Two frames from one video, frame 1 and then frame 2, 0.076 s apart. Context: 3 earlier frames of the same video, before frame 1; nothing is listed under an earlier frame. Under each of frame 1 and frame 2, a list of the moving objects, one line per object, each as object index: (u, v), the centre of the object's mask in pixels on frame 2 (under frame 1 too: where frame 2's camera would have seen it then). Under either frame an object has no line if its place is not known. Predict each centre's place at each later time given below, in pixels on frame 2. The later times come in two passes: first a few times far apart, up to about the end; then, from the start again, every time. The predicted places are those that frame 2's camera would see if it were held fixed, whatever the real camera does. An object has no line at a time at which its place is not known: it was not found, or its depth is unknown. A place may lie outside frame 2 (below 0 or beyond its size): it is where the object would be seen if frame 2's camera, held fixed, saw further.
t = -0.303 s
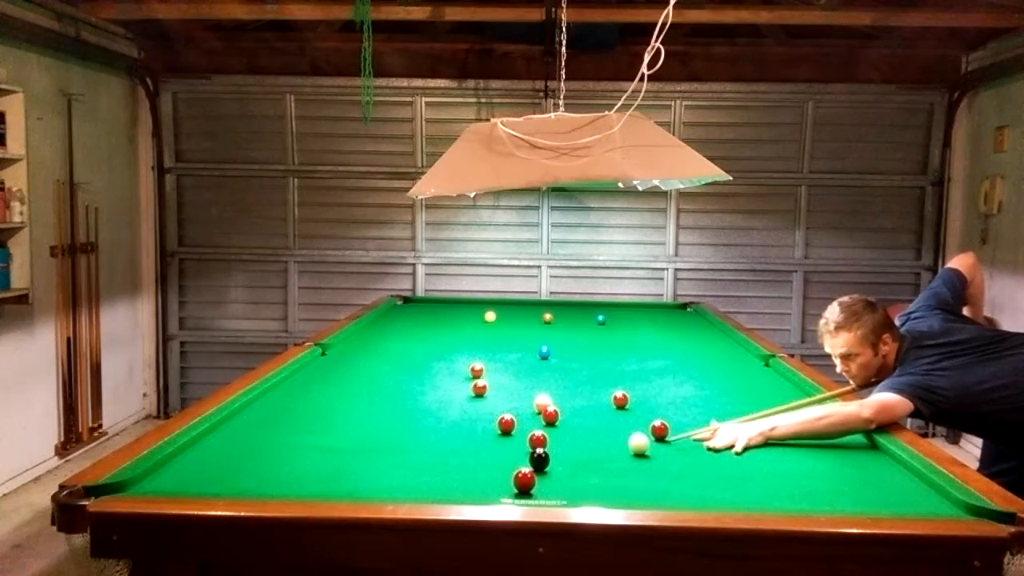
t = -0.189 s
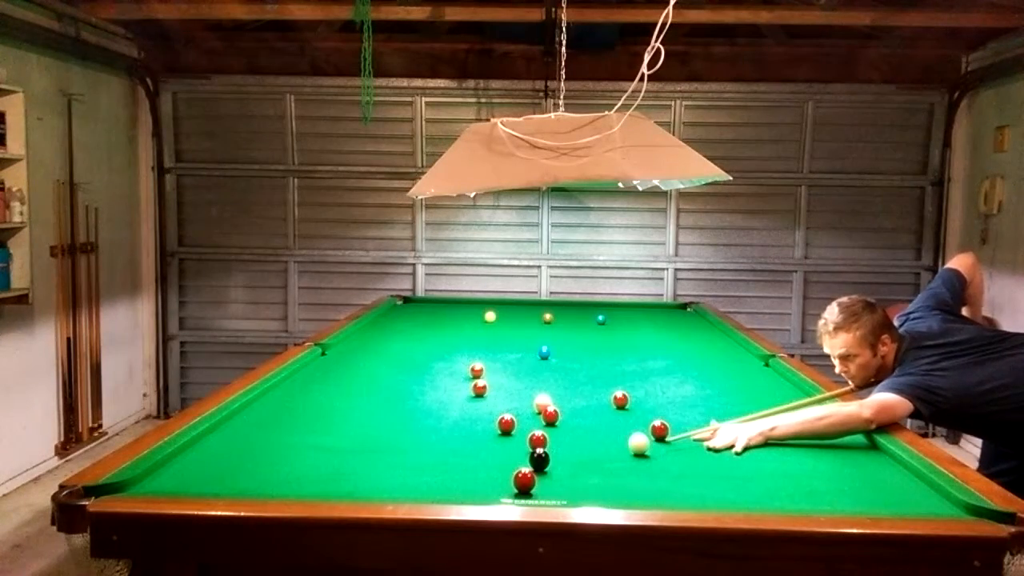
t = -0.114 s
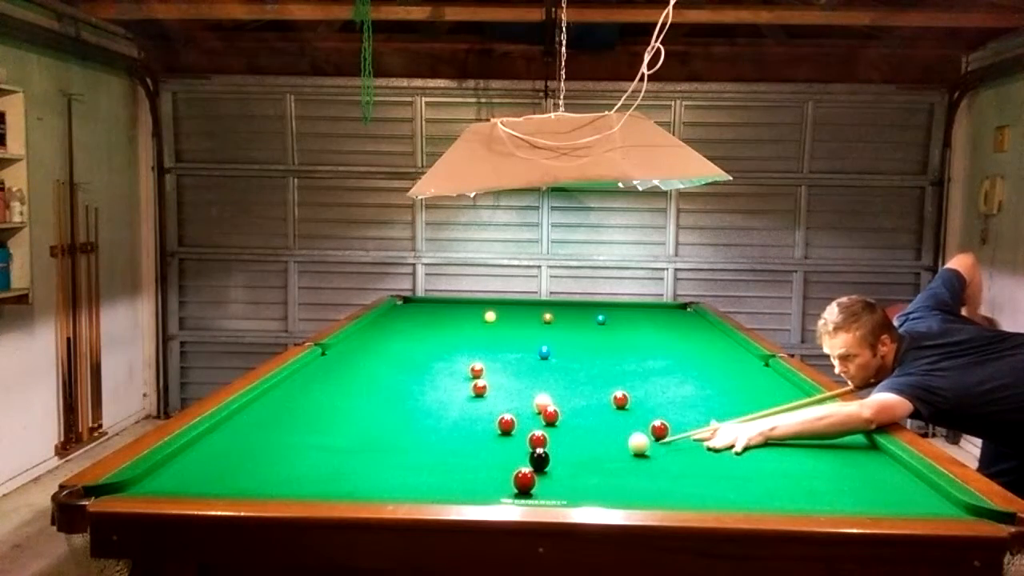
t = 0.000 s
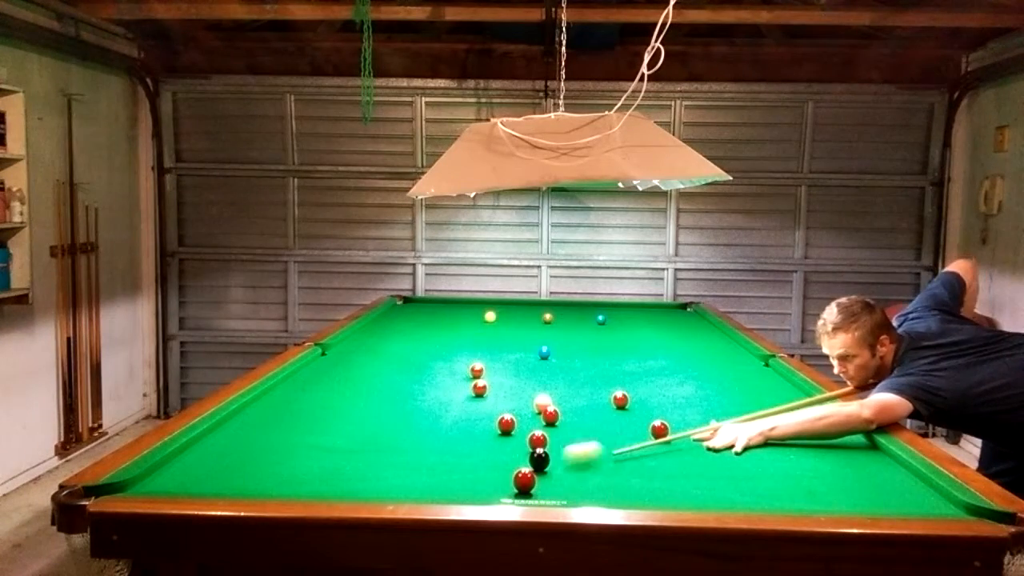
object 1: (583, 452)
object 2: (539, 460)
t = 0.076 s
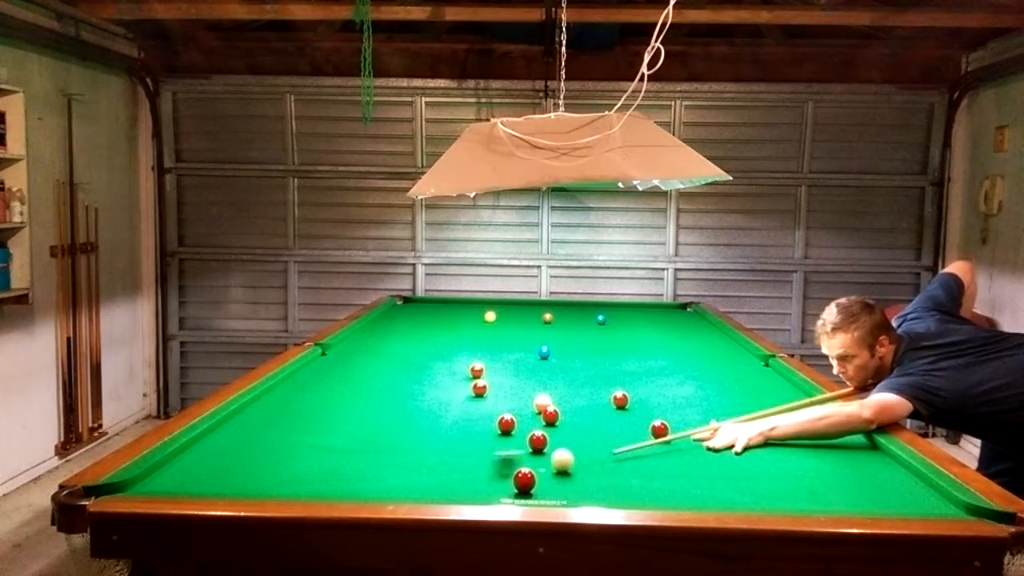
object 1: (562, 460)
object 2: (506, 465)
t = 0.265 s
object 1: (573, 469)
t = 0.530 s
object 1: (590, 482)
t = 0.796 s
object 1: (608, 492)
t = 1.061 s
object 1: (623, 498)
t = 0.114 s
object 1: (564, 462)
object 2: (479, 467)
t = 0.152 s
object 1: (567, 463)
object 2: (455, 469)
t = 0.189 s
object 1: (569, 465)
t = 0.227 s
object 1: (571, 467)
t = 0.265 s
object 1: (573, 469)
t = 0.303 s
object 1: (576, 471)
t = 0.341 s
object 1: (578, 473)
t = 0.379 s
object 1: (581, 475)
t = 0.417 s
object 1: (583, 476)
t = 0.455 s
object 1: (585, 478)
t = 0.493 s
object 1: (588, 480)
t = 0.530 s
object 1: (590, 482)
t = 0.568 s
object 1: (593, 483)
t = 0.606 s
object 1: (595, 485)
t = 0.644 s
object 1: (598, 487)
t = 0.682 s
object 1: (600, 488)
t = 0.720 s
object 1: (603, 489)
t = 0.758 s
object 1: (605, 490)
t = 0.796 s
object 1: (608, 492)
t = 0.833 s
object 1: (610, 493)
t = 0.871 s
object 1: (613, 494)
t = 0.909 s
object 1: (615, 496)
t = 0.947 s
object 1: (618, 497)
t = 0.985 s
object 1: (620, 498)
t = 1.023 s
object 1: (621, 498)
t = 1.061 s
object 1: (623, 498)
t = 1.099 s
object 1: (624, 497)
